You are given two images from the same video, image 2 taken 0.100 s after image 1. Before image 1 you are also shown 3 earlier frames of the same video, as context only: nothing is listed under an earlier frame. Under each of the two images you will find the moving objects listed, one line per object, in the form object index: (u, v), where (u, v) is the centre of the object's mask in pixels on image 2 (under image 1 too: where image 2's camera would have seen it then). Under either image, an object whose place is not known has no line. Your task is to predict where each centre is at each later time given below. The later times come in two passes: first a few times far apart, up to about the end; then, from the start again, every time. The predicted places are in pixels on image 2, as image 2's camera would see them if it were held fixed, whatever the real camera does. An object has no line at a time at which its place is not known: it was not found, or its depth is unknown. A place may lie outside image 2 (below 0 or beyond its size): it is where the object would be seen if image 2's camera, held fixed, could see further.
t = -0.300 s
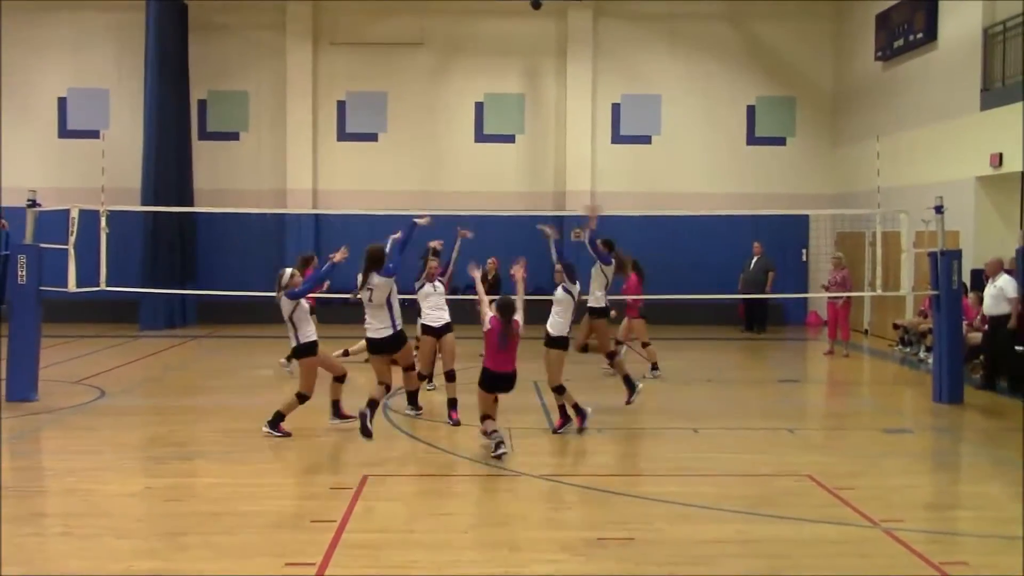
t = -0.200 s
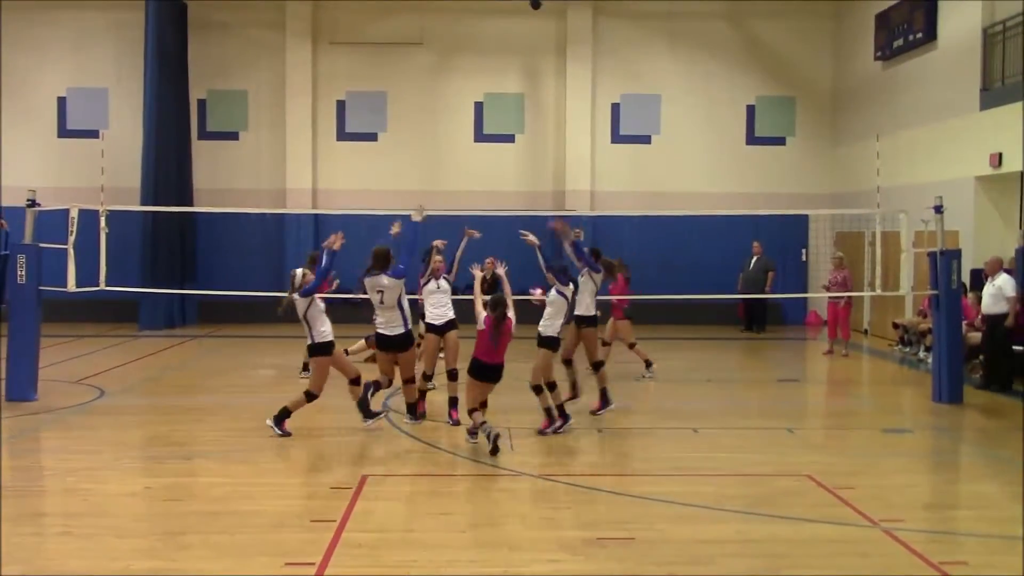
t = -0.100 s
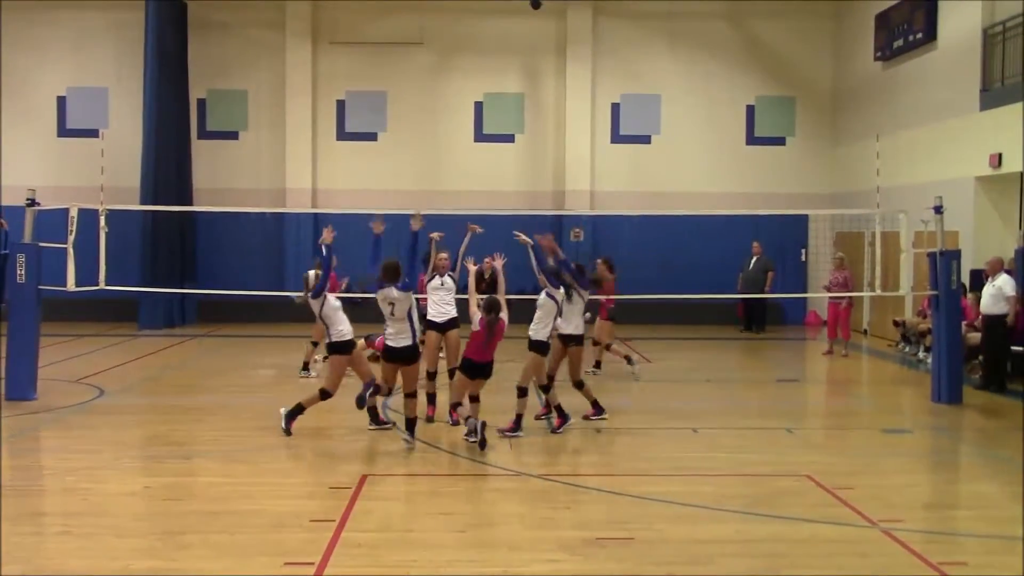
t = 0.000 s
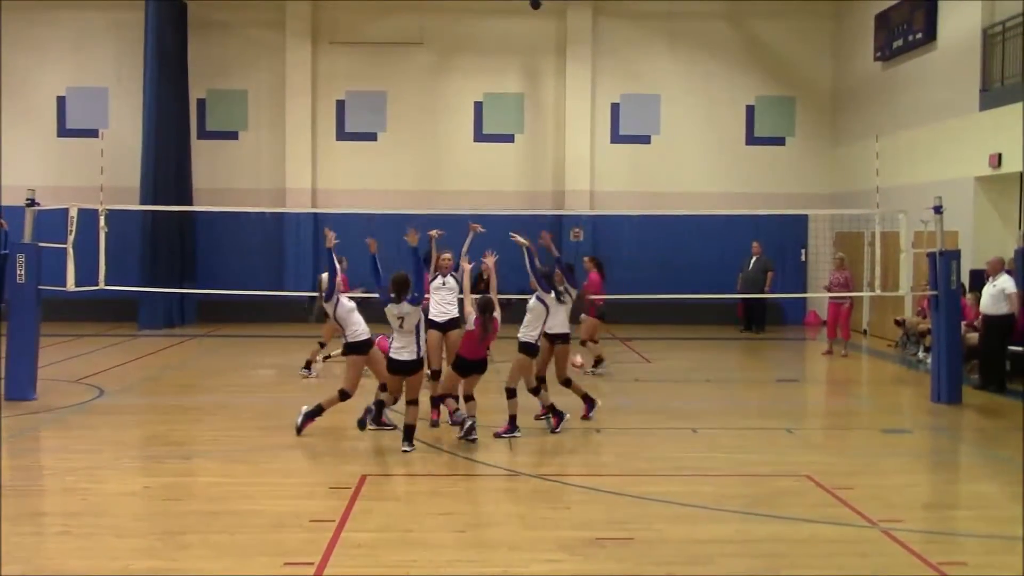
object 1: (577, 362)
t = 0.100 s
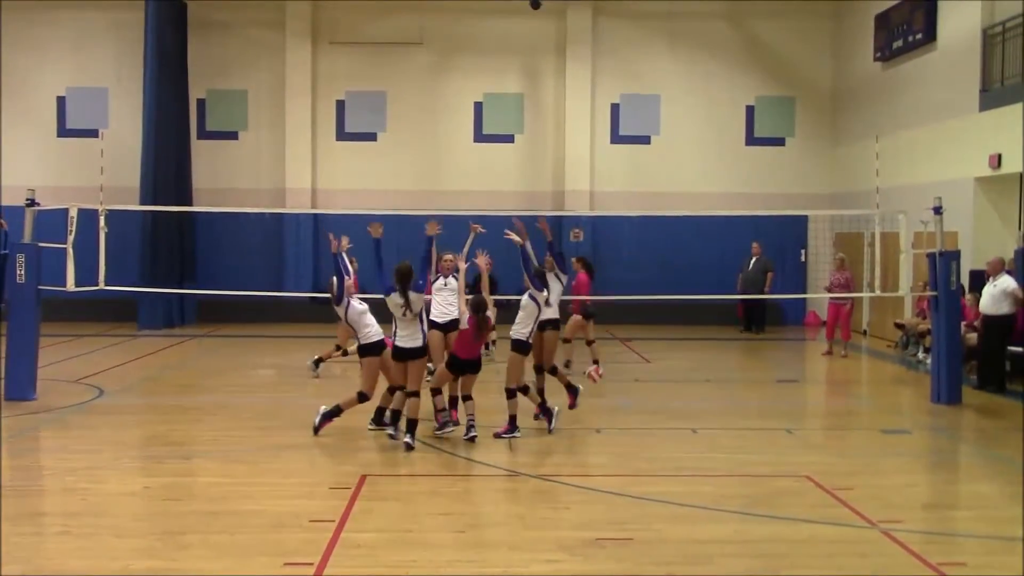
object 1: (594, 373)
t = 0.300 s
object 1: (618, 331)
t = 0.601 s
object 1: (655, 324)
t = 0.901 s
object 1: (693, 395)
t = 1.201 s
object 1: (738, 358)
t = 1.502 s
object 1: (785, 381)
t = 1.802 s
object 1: (835, 389)
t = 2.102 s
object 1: (882, 406)
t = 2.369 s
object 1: (927, 408)
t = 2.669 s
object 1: (976, 434)
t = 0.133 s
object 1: (597, 366)
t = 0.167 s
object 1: (602, 356)
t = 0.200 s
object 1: (607, 349)
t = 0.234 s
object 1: (610, 341)
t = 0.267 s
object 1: (614, 335)
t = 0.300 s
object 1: (618, 331)
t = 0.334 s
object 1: (622, 327)
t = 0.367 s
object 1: (627, 323)
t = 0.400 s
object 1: (631, 321)
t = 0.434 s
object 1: (635, 319)
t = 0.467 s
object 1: (639, 318)
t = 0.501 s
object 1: (643, 319)
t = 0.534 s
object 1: (647, 319)
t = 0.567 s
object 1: (651, 321)
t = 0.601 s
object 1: (655, 324)
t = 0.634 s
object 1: (660, 328)
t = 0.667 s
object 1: (664, 332)
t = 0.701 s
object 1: (669, 338)
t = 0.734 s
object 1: (672, 345)
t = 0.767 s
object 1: (676, 353)
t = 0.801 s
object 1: (680, 362)
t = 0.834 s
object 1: (684, 371)
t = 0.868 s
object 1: (688, 382)
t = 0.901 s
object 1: (693, 395)
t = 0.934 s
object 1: (697, 402)
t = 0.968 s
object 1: (703, 392)
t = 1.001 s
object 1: (708, 385)
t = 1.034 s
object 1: (713, 378)
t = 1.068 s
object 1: (718, 372)
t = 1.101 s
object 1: (723, 367)
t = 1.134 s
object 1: (727, 364)
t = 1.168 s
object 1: (733, 360)
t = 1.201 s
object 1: (738, 358)
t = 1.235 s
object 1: (743, 356)
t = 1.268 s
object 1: (748, 356)
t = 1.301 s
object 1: (754, 356)
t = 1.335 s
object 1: (759, 358)
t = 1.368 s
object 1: (764, 360)
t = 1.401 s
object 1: (770, 364)
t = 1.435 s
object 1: (775, 369)
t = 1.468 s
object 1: (780, 374)
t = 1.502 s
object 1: (785, 381)
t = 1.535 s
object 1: (789, 389)
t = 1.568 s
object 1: (796, 398)
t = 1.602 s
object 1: (802, 409)
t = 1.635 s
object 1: (806, 415)
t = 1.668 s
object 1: (812, 408)
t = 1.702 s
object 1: (817, 402)
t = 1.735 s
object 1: (823, 396)
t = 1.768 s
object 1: (828, 392)
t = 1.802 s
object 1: (835, 389)
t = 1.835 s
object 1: (839, 387)
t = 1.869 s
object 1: (845, 385)
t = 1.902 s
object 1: (850, 385)
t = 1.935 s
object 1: (855, 386)
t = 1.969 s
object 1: (861, 388)
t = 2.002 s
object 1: (866, 391)
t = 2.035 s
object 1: (871, 395)
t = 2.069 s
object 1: (877, 400)
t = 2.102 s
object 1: (882, 406)
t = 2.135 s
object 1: (888, 413)
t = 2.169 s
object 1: (894, 421)
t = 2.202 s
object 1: (900, 427)
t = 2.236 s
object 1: (905, 420)
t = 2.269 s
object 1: (911, 414)
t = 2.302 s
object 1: (916, 412)
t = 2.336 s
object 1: (921, 410)
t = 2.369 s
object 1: (927, 408)
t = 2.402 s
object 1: (932, 407)
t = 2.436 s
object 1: (937, 408)
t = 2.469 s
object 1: (942, 410)
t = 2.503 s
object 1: (949, 412)
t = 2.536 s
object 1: (954, 416)
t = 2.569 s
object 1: (959, 421)
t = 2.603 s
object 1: (966, 427)
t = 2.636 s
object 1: (970, 436)
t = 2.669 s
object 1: (976, 434)
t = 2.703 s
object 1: (981, 430)
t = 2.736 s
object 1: (985, 427)
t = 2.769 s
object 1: (991, 425)
